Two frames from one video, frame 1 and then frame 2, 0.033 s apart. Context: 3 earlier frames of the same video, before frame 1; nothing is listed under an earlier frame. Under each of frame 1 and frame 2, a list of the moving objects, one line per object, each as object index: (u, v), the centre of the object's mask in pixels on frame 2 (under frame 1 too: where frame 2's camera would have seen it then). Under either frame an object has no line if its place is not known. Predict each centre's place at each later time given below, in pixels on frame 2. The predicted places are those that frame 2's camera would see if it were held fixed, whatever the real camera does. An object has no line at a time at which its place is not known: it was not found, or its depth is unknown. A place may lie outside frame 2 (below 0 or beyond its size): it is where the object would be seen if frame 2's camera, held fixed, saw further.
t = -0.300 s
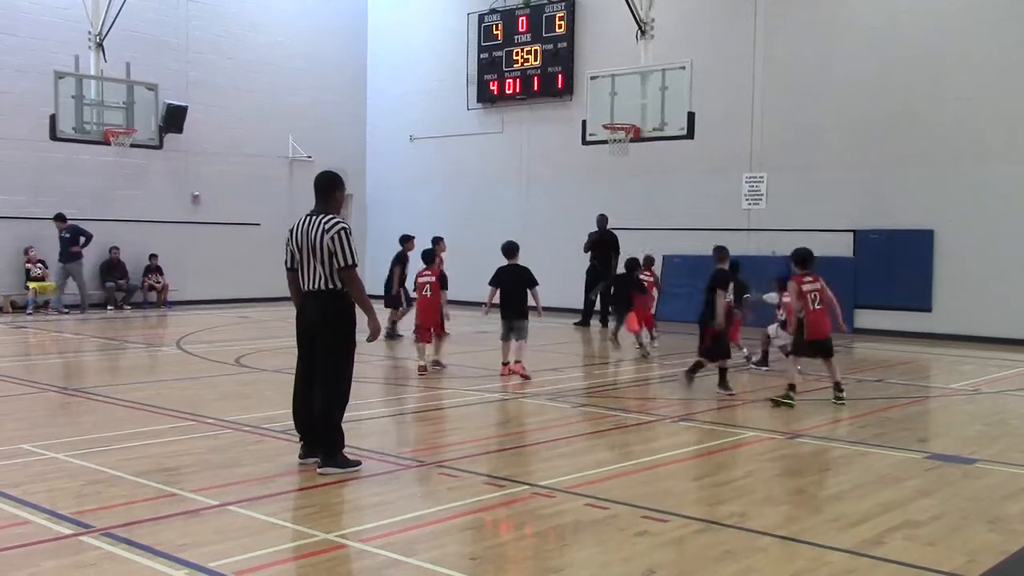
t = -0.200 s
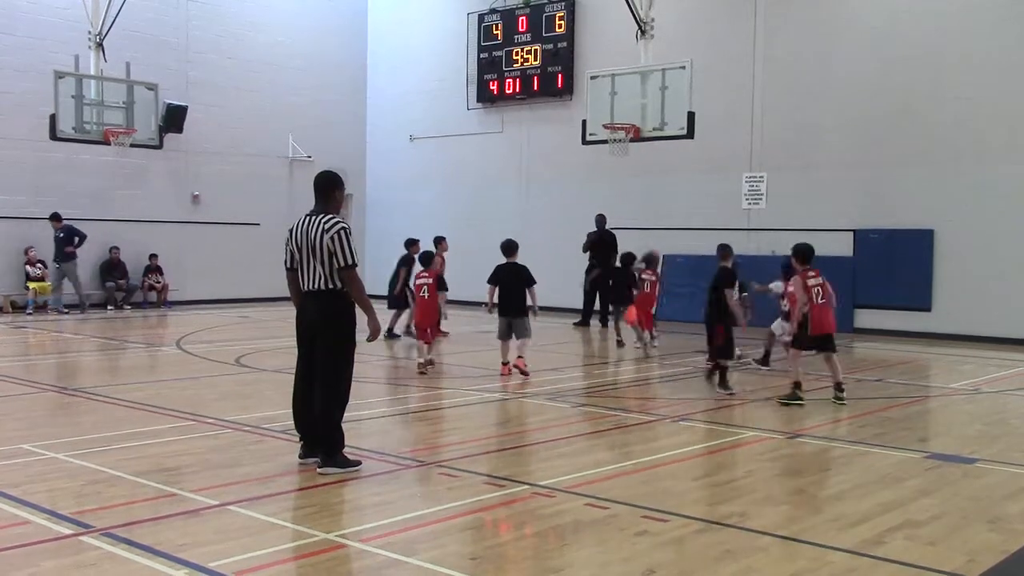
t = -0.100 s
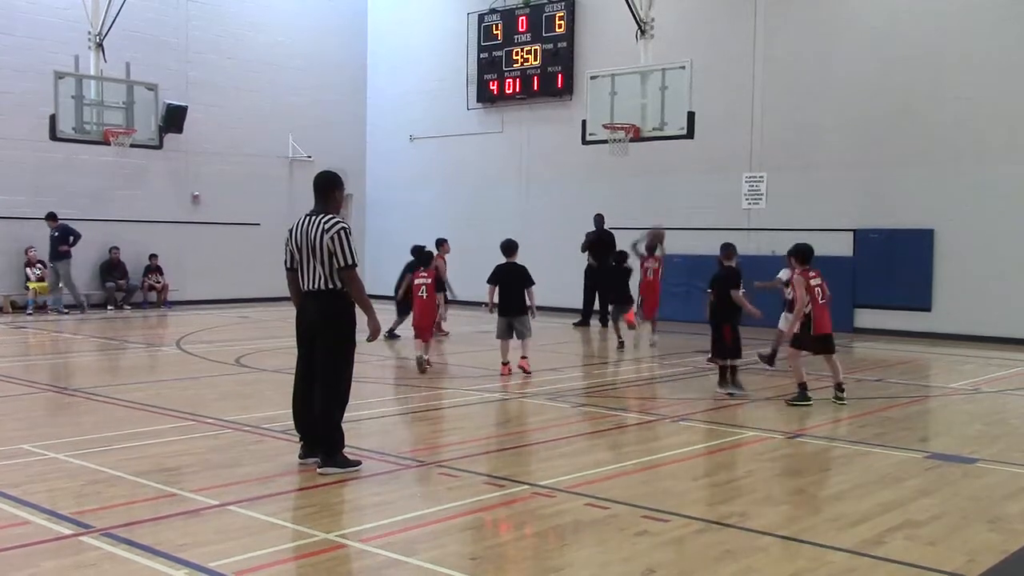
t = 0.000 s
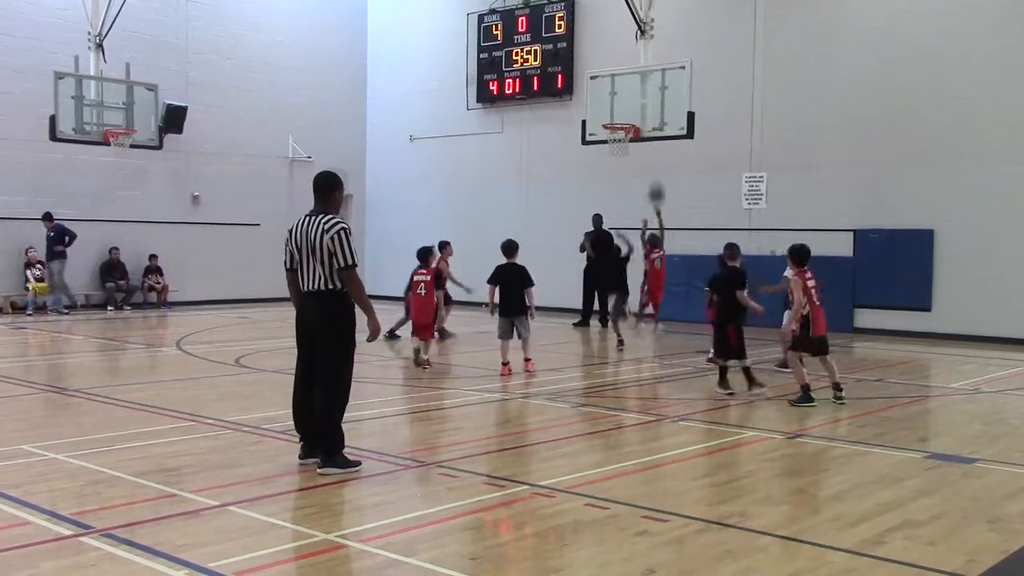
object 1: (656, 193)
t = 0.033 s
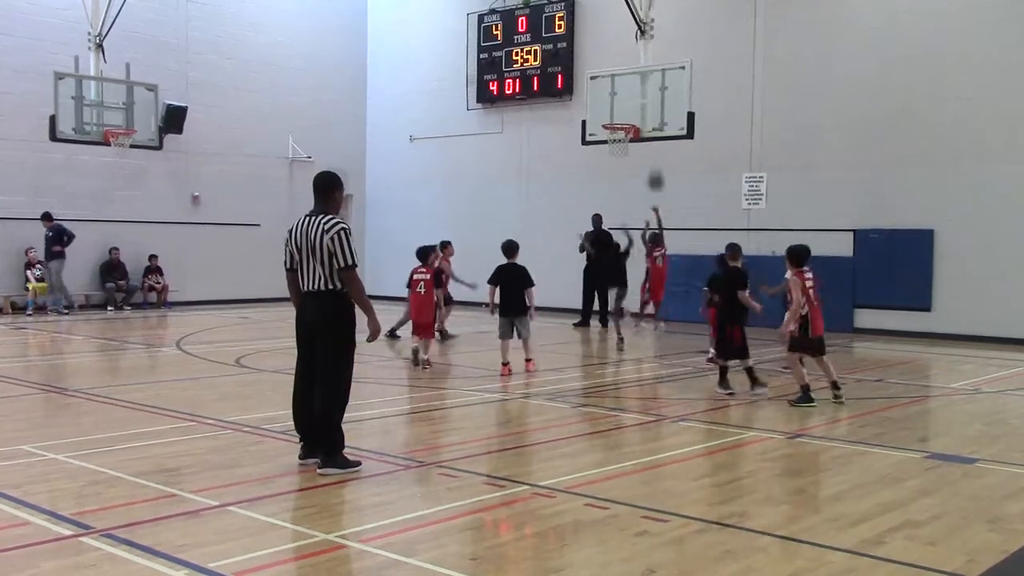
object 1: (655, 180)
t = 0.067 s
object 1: (655, 168)
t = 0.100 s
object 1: (655, 157)
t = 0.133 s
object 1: (654, 146)
